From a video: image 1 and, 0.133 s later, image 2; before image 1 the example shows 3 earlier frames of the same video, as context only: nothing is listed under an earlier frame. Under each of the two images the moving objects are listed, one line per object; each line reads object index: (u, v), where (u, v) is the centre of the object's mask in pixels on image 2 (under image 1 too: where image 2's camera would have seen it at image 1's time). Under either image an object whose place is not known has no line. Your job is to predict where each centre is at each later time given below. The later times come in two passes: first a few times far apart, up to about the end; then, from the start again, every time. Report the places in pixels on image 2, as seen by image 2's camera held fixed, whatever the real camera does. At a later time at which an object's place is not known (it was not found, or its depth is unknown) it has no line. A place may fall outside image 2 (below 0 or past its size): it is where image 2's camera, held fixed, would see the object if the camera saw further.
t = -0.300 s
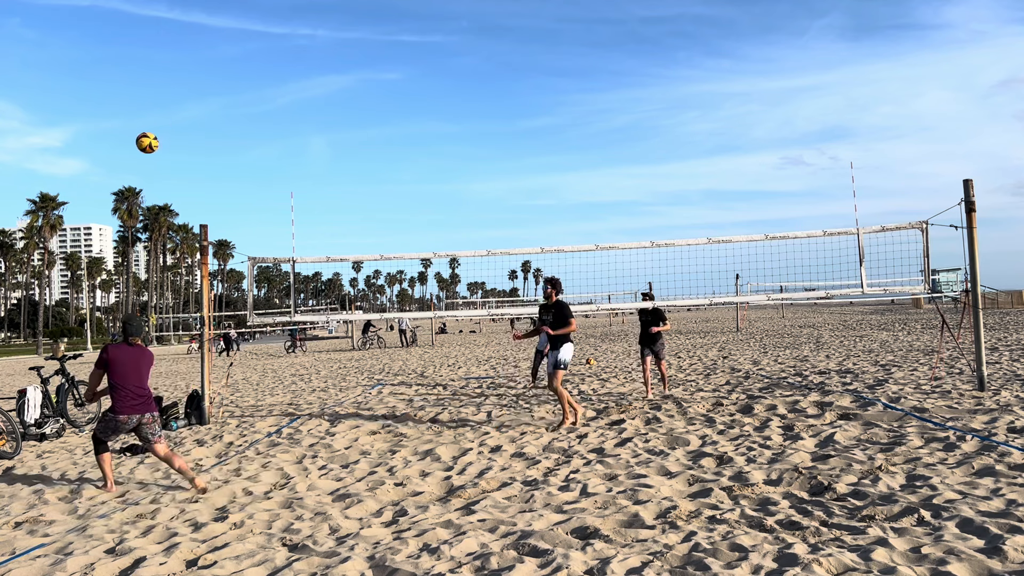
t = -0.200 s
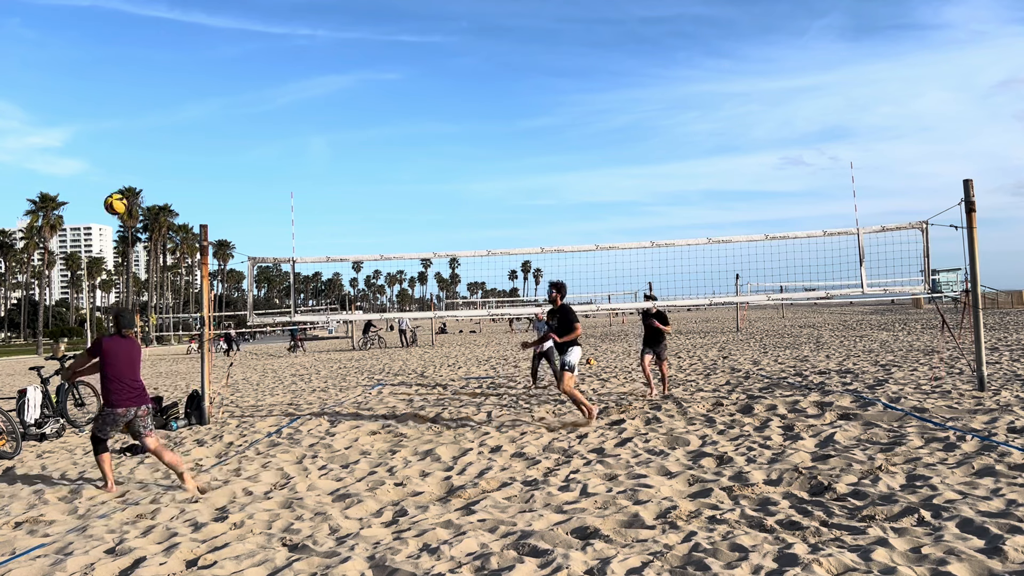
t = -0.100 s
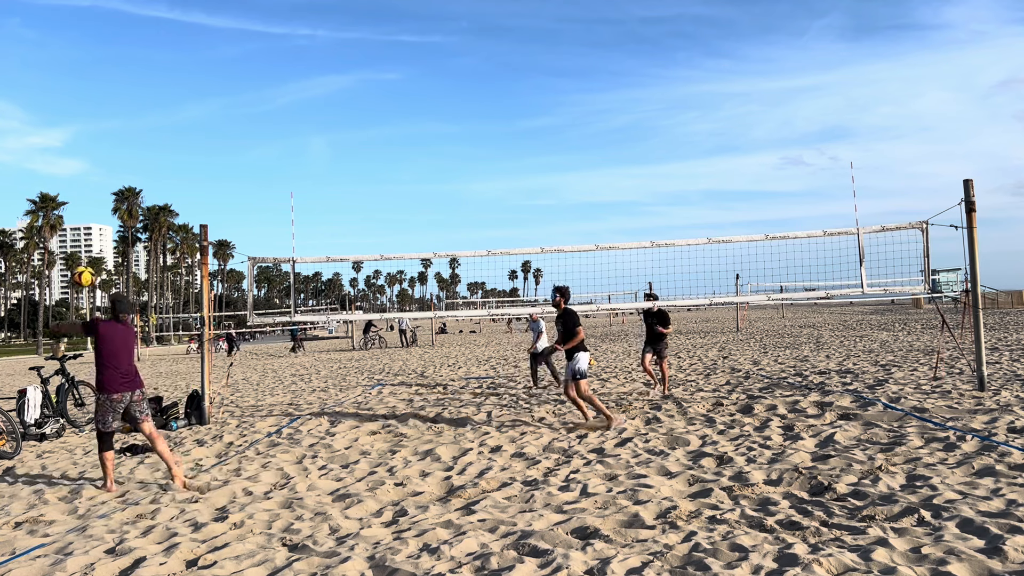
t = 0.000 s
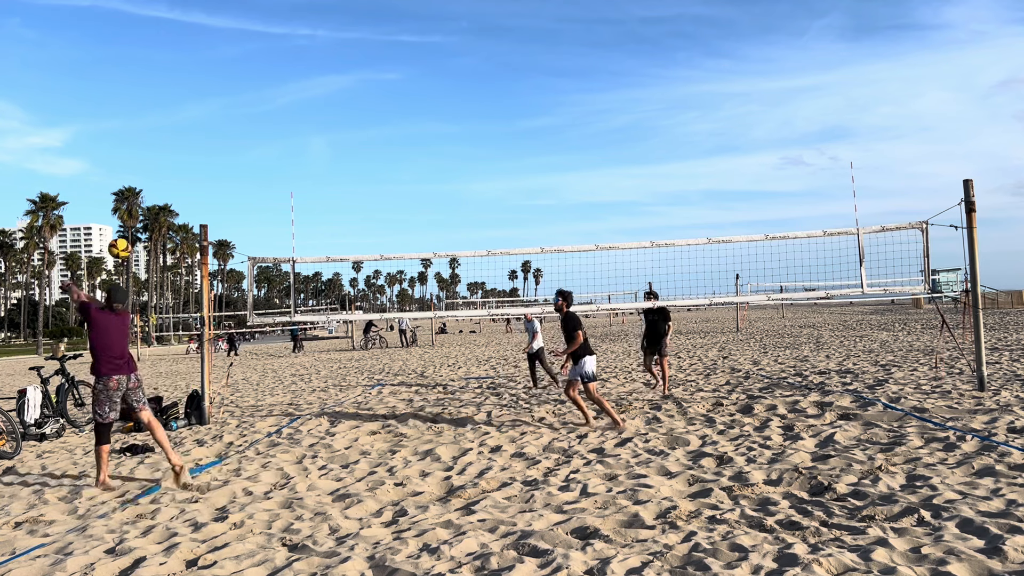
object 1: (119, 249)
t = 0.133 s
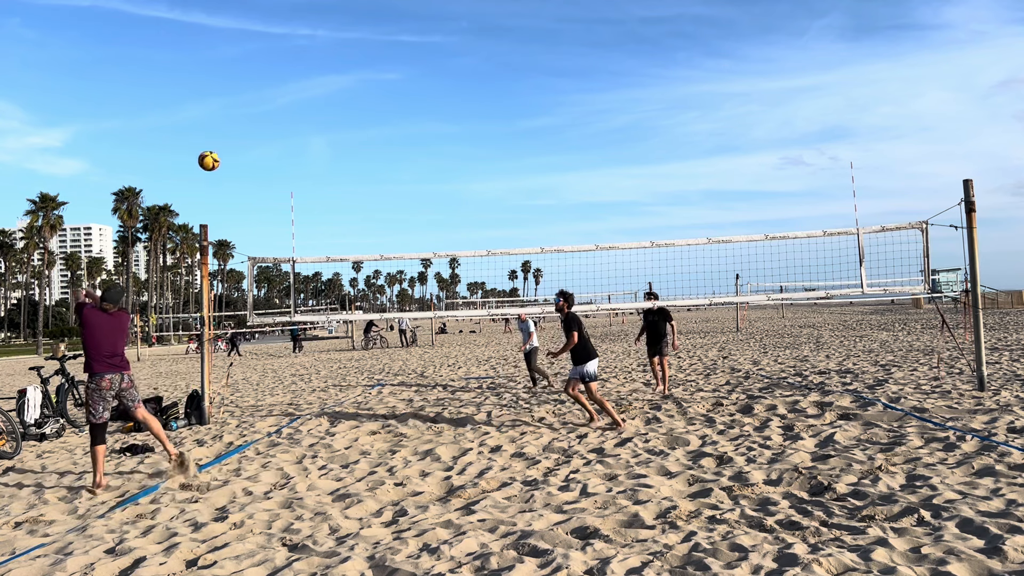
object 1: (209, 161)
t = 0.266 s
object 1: (287, 102)
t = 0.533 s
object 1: (416, 47)
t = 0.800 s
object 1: (517, 56)
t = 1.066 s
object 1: (597, 114)
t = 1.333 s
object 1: (661, 207)
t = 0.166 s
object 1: (229, 144)
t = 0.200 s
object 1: (249, 128)
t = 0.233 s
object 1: (268, 114)
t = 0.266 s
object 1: (287, 102)
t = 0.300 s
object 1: (304, 91)
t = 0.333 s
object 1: (322, 81)
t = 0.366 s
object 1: (339, 72)
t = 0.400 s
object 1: (355, 65)
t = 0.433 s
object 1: (371, 59)
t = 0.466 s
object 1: (387, 54)
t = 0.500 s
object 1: (402, 50)
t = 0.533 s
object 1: (416, 47)
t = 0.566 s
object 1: (430, 45)
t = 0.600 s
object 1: (444, 44)
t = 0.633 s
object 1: (457, 44)
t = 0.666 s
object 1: (470, 45)
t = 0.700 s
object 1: (482, 47)
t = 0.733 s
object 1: (494, 49)
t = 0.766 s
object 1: (506, 53)
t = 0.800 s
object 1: (517, 56)
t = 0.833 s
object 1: (528, 61)
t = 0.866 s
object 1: (539, 67)
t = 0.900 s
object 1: (549, 73)
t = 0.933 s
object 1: (559, 80)
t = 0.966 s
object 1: (569, 88)
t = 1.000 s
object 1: (579, 96)
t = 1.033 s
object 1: (588, 104)
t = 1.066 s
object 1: (597, 114)
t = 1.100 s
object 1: (606, 124)
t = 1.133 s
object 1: (614, 134)
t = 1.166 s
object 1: (622, 145)
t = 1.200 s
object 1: (630, 157)
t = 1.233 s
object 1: (639, 169)
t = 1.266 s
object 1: (646, 181)
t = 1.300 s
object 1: (654, 194)
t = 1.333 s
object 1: (661, 207)
